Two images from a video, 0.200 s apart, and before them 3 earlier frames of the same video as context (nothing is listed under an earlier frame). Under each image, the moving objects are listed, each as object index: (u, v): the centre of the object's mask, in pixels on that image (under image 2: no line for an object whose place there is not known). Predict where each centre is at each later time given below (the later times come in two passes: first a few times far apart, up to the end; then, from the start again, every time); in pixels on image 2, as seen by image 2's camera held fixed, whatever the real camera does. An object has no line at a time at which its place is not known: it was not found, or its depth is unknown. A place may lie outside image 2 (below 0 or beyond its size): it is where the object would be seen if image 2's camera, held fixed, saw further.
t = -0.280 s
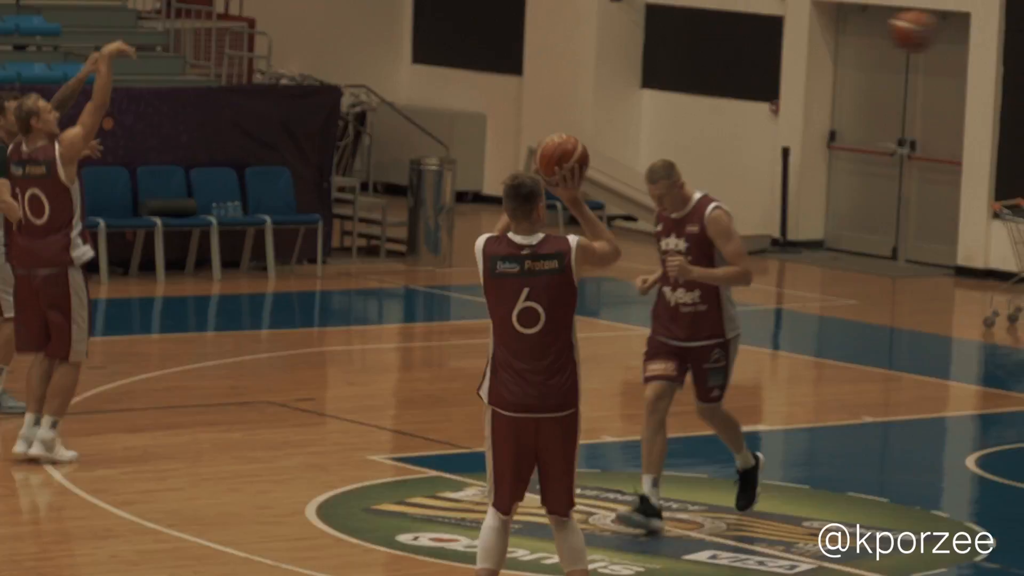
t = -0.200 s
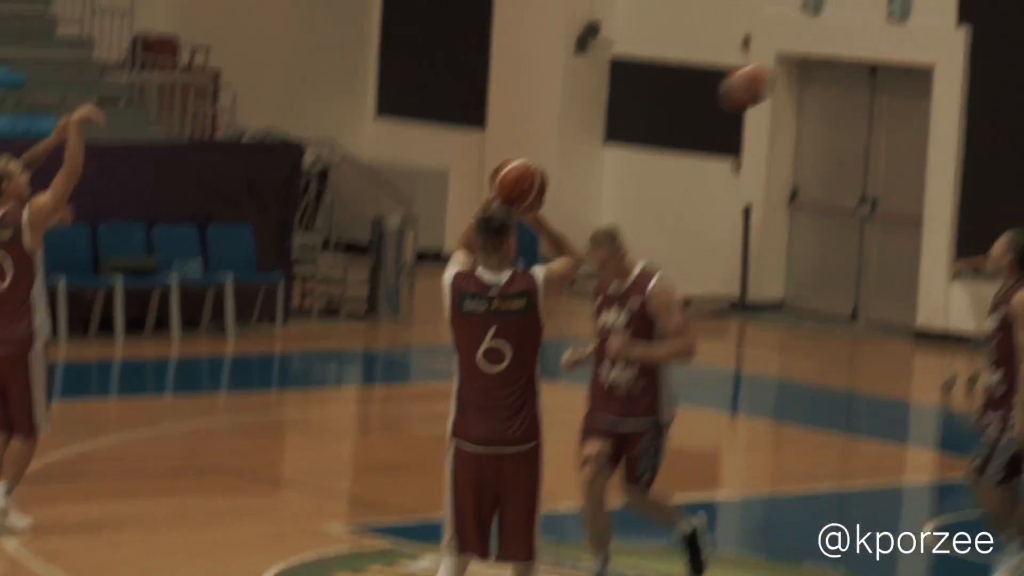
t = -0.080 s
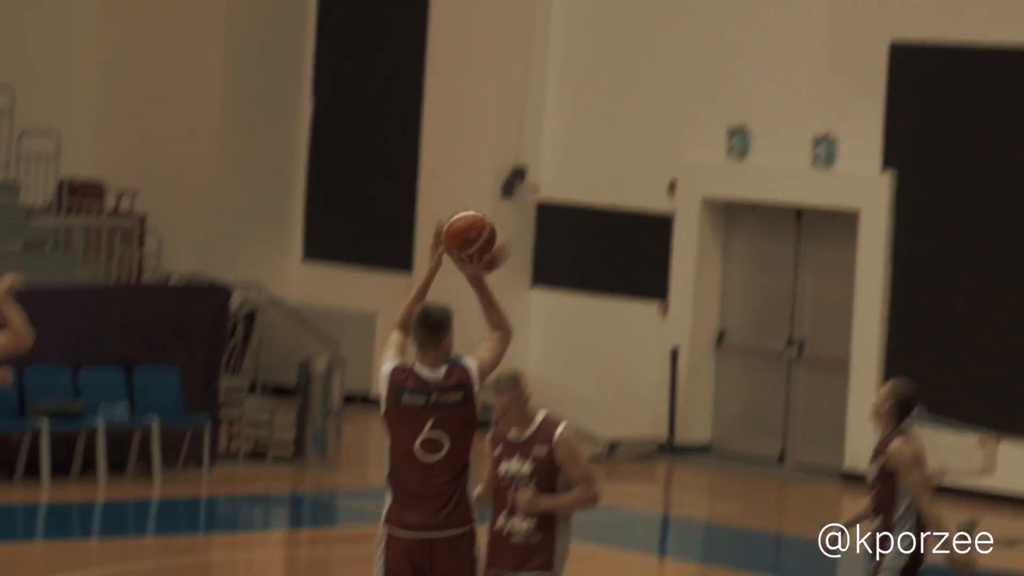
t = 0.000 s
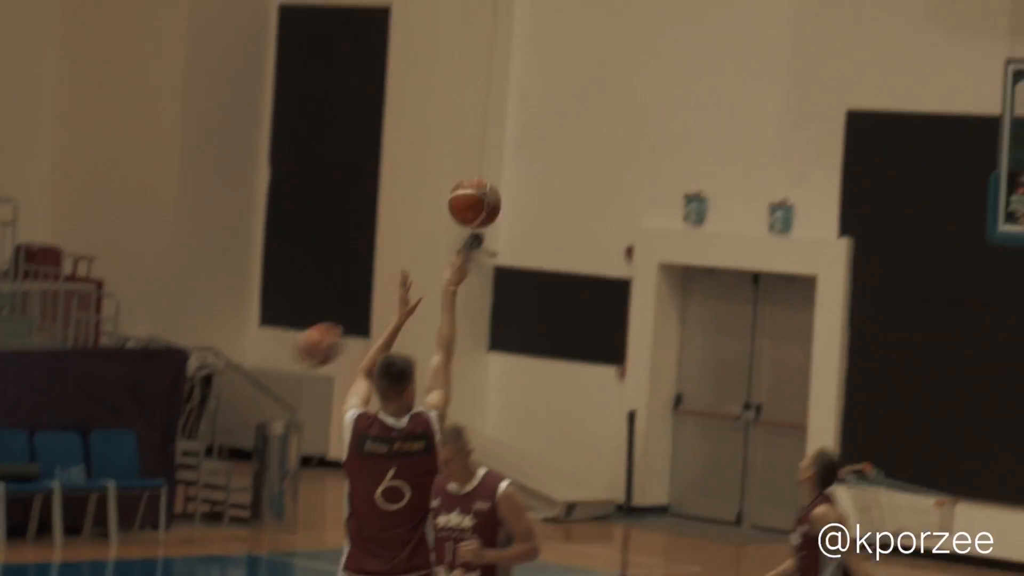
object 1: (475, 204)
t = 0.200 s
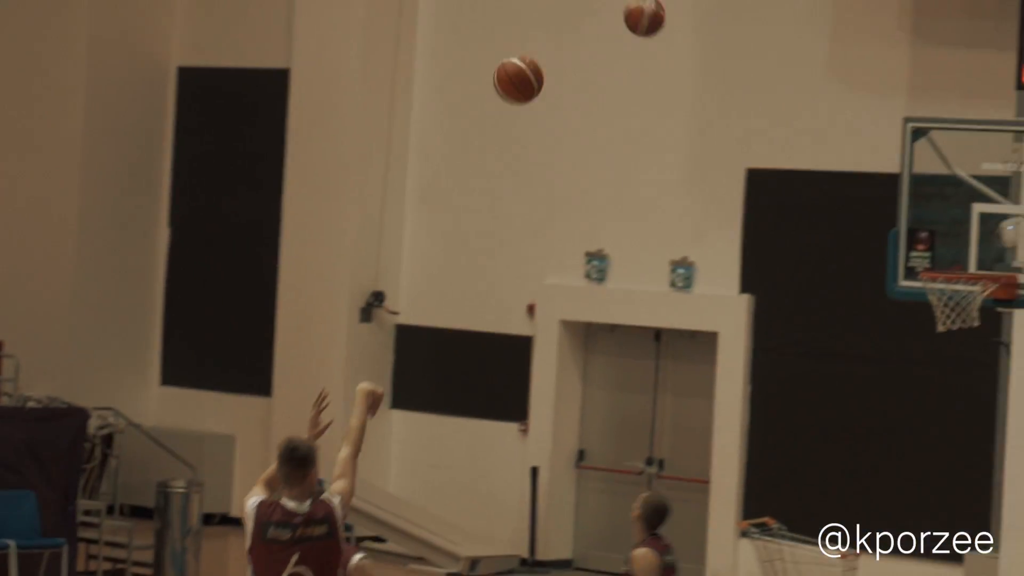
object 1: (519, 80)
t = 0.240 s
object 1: (542, 55)
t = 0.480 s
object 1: (679, -24)
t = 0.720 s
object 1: (797, 9)
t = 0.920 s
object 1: (878, 108)
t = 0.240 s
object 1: (542, 55)
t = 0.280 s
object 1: (567, 34)
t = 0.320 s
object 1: (592, 15)
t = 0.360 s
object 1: (615, 0)
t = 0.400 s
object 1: (637, -12)
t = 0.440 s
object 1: (658, -19)
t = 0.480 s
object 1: (679, -24)
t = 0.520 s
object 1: (700, -25)
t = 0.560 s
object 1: (721, -24)
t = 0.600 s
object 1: (741, -21)
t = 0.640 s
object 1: (761, -14)
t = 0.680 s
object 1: (779, -4)
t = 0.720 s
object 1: (797, 9)
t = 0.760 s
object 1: (814, 24)
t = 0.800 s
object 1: (832, 40)
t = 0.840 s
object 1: (848, 61)
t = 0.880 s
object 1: (863, 83)
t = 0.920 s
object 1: (878, 108)
